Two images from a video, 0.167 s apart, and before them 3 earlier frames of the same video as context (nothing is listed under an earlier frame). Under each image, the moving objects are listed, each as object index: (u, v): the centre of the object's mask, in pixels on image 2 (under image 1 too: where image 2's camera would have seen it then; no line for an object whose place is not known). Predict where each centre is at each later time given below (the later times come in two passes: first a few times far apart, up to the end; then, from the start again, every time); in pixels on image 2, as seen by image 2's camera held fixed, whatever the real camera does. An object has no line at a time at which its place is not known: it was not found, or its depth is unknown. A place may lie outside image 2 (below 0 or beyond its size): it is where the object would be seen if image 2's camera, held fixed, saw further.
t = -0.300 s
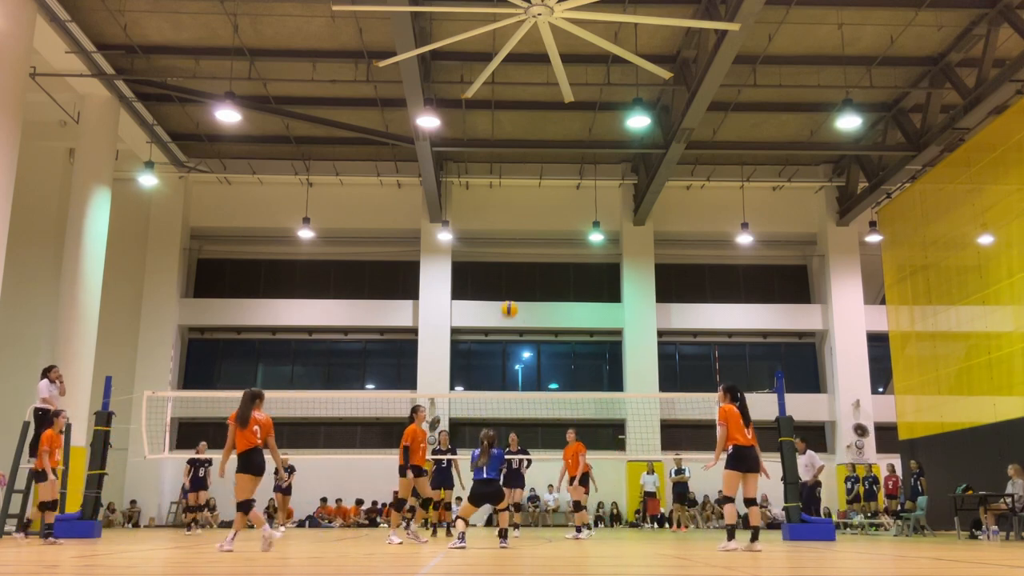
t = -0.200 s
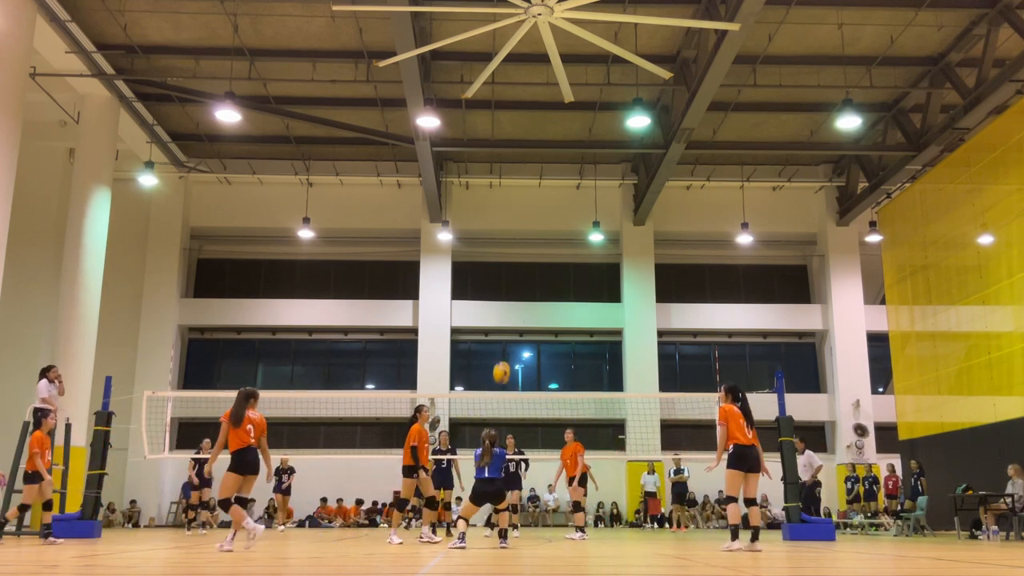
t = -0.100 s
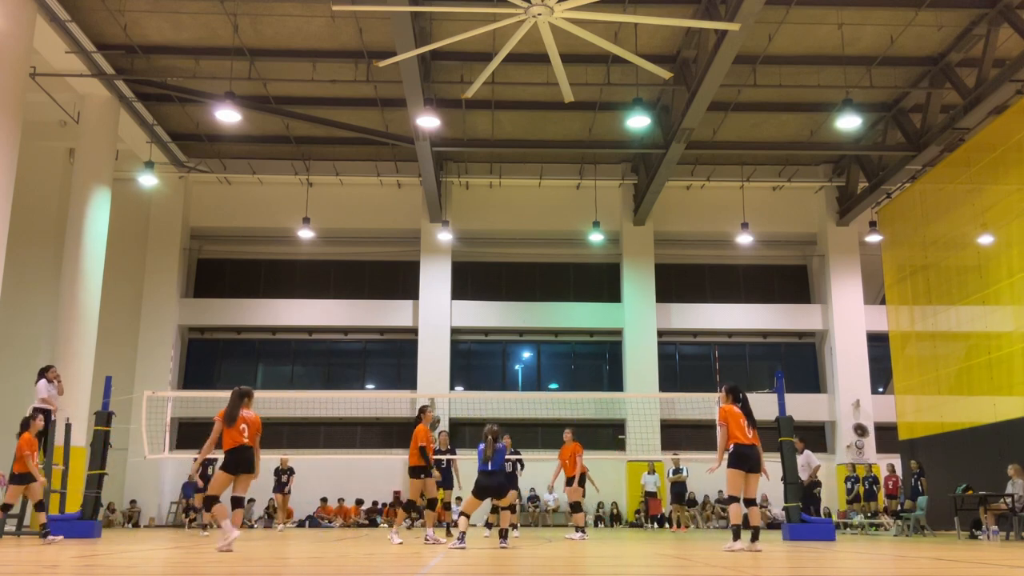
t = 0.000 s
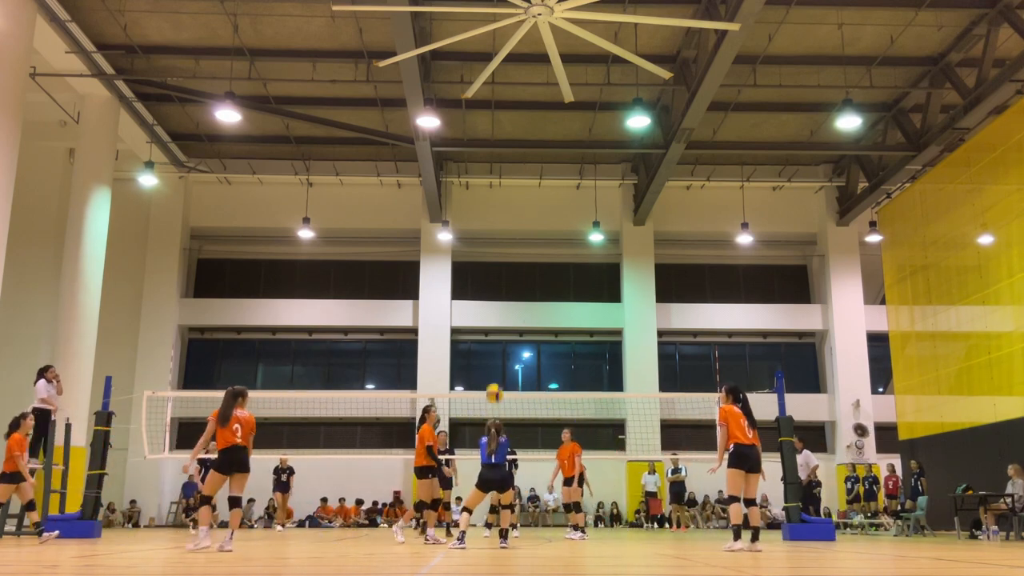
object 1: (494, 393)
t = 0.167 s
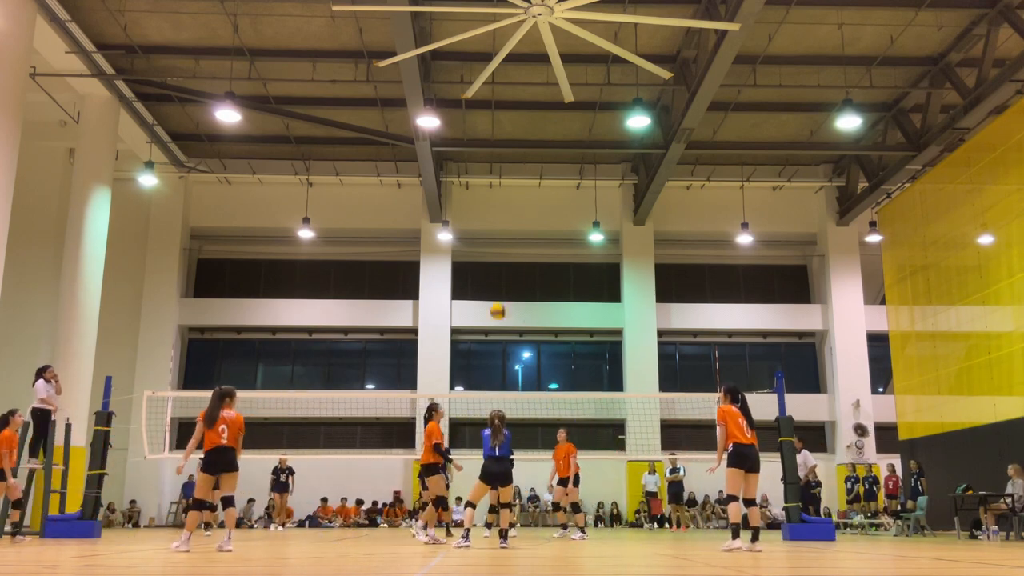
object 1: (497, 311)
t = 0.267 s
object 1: (499, 275)
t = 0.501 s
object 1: (503, 225)
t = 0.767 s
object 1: (507, 219)
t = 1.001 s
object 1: (509, 251)
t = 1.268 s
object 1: (512, 326)
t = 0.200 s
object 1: (498, 297)
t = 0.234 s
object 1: (499, 286)
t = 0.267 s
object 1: (499, 275)
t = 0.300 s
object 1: (500, 265)
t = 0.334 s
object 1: (501, 256)
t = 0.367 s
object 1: (501, 248)
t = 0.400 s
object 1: (501, 241)
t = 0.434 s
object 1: (502, 235)
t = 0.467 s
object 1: (502, 229)
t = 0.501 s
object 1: (503, 225)
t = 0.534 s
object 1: (503, 222)
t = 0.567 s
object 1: (504, 219)
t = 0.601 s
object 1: (504, 217)
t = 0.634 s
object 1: (505, 216)
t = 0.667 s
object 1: (505, 216)
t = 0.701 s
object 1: (506, 216)
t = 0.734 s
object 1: (506, 217)
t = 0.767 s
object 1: (507, 219)
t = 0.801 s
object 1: (507, 222)
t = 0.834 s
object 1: (508, 225)
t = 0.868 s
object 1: (508, 229)
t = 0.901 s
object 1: (508, 233)
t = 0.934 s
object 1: (509, 238)
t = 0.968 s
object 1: (509, 244)
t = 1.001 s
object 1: (509, 251)
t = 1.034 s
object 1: (509, 258)
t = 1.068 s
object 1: (510, 266)
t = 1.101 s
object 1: (510, 274)
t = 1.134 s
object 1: (511, 283)
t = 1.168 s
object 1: (511, 293)
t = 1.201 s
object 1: (511, 302)
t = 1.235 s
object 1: (512, 314)
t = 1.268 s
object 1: (512, 326)
